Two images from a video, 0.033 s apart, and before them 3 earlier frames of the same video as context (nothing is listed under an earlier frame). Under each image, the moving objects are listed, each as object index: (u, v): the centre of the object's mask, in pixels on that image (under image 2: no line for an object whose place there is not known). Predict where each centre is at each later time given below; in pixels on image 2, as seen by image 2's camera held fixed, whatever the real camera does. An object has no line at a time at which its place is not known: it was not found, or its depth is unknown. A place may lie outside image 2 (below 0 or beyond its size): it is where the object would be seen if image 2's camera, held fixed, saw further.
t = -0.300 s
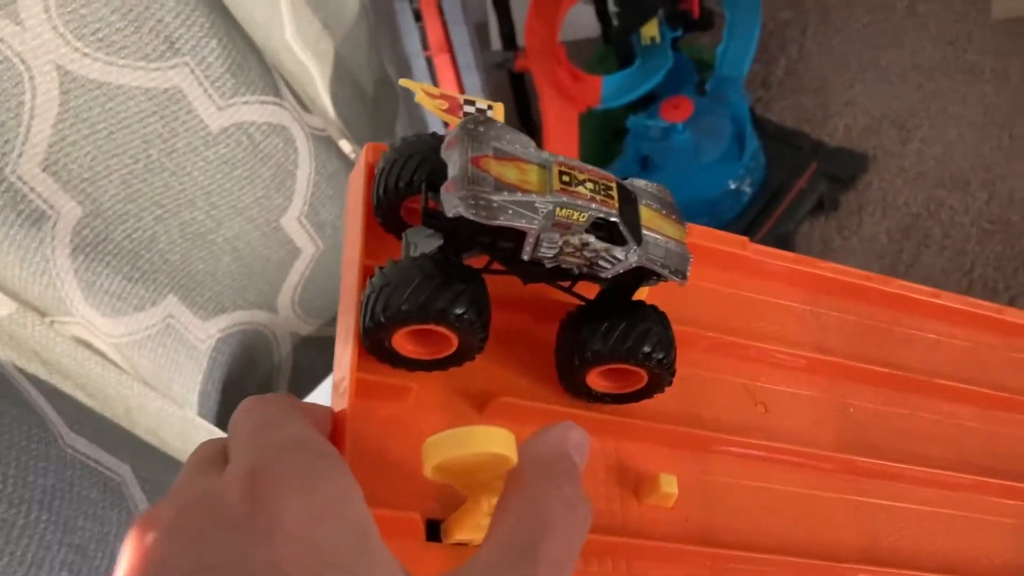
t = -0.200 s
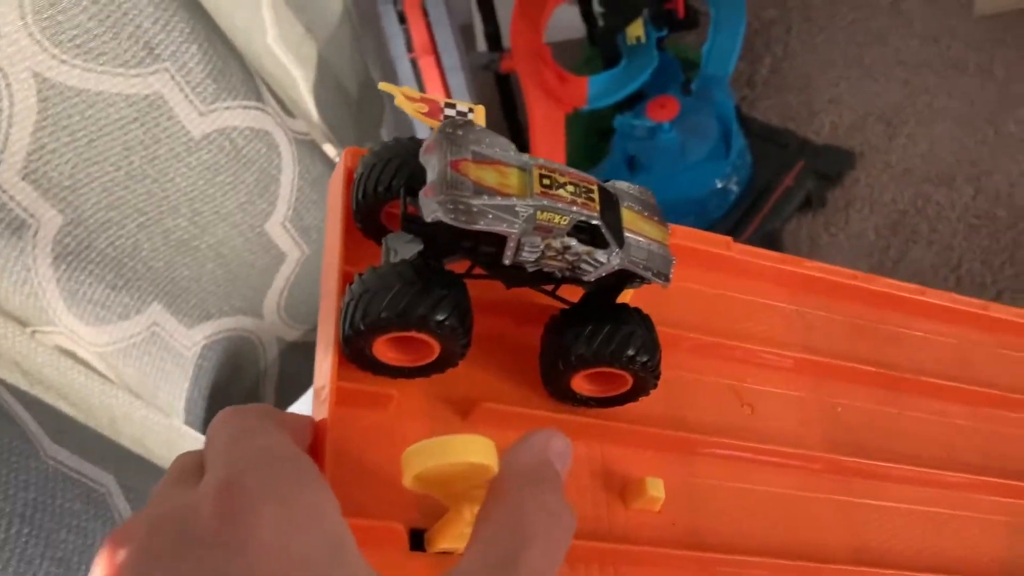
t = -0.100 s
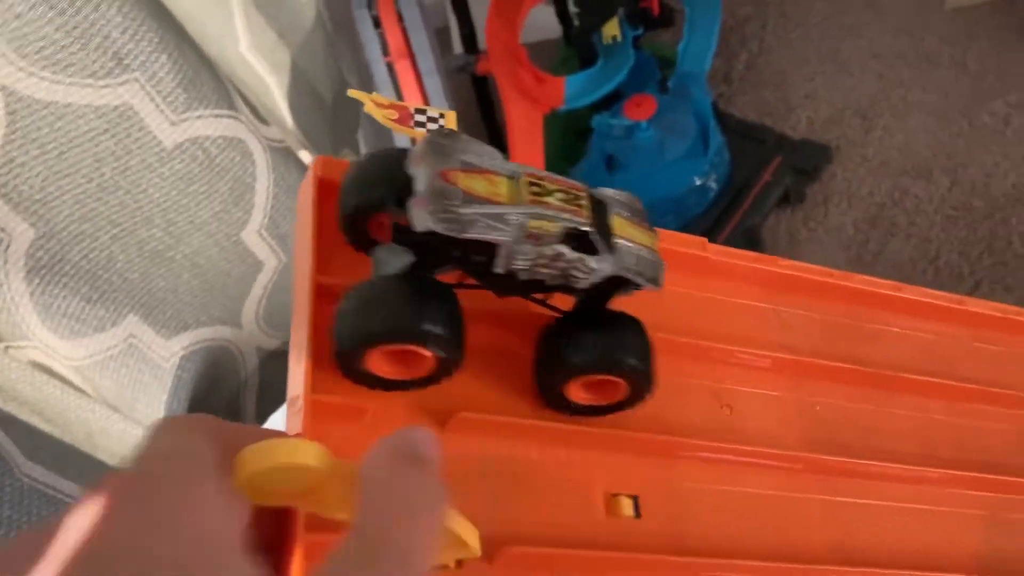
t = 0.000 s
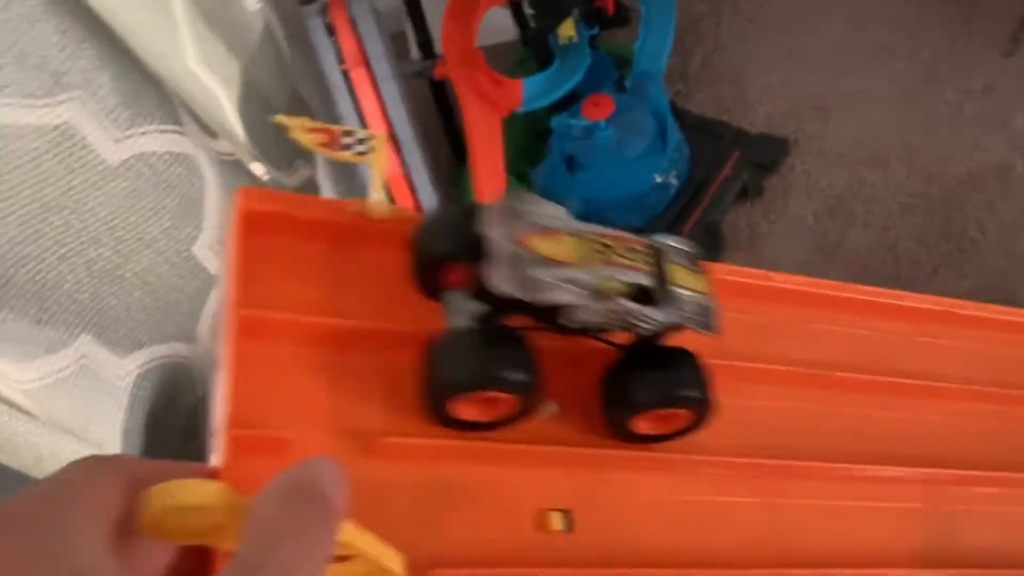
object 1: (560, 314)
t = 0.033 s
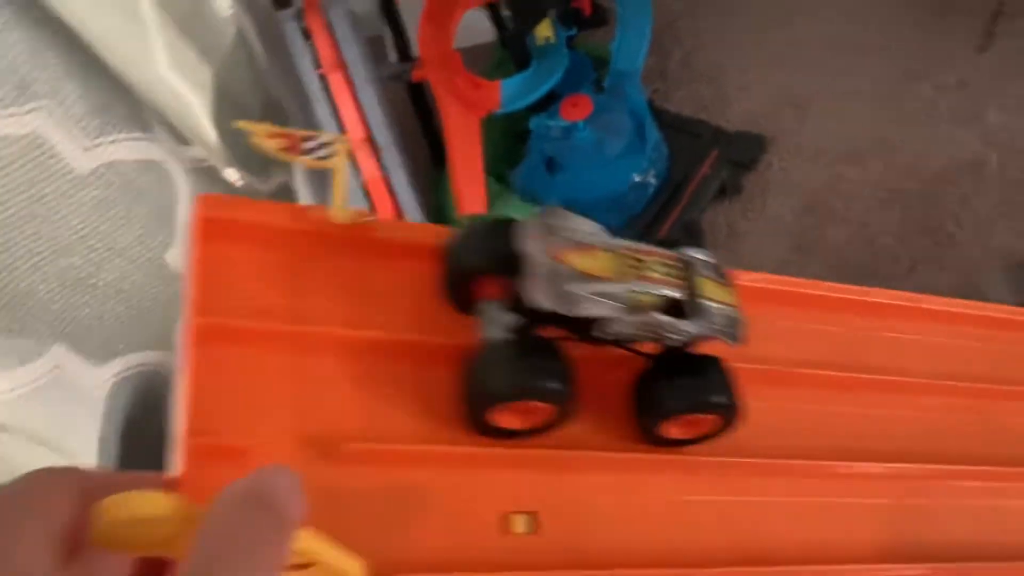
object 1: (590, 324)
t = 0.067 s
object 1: (645, 334)
